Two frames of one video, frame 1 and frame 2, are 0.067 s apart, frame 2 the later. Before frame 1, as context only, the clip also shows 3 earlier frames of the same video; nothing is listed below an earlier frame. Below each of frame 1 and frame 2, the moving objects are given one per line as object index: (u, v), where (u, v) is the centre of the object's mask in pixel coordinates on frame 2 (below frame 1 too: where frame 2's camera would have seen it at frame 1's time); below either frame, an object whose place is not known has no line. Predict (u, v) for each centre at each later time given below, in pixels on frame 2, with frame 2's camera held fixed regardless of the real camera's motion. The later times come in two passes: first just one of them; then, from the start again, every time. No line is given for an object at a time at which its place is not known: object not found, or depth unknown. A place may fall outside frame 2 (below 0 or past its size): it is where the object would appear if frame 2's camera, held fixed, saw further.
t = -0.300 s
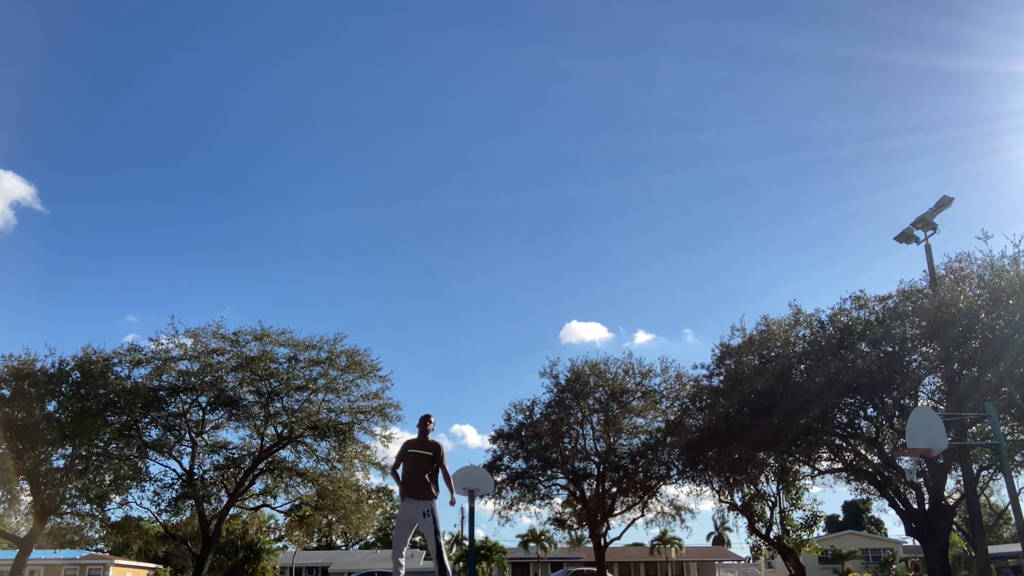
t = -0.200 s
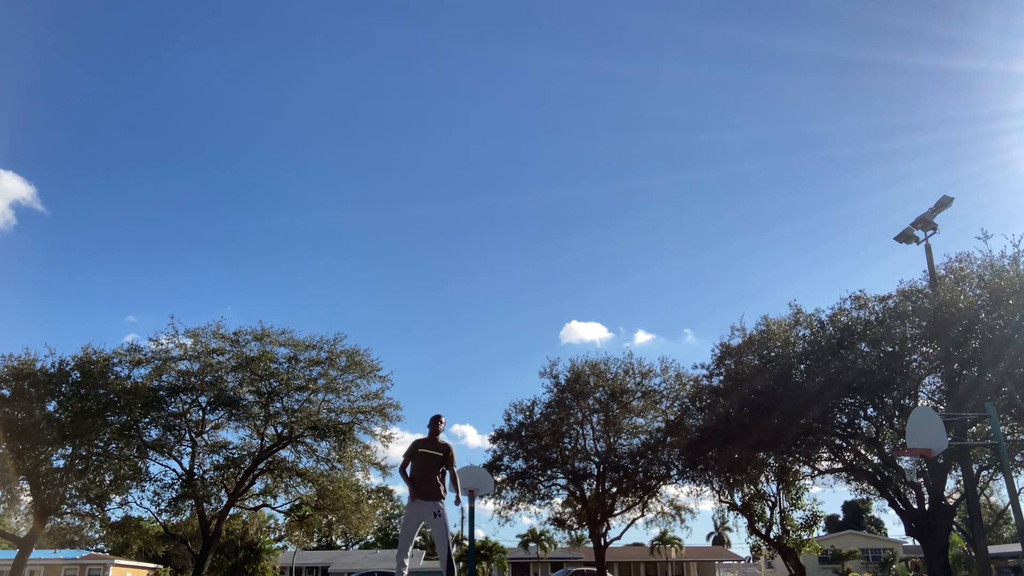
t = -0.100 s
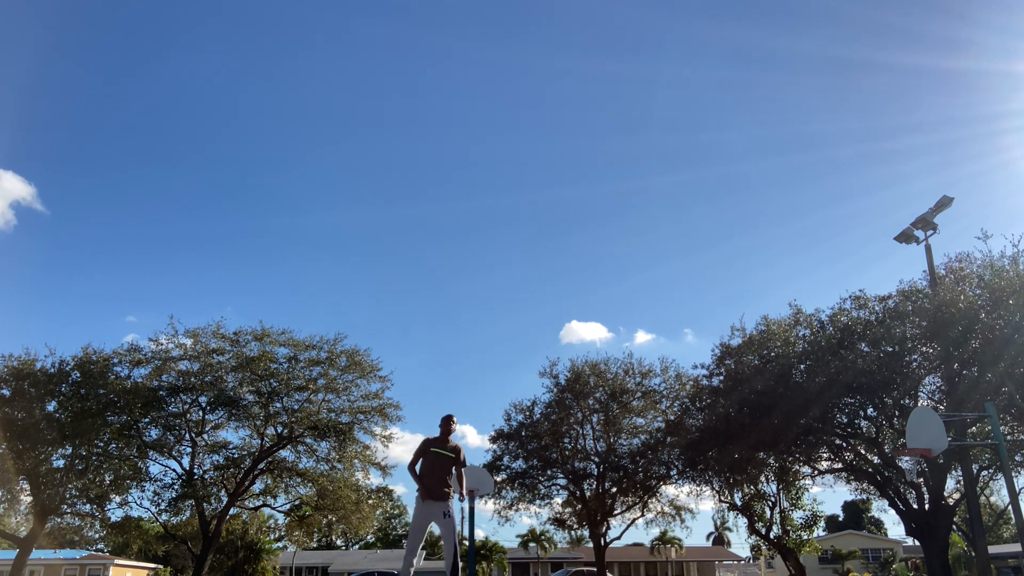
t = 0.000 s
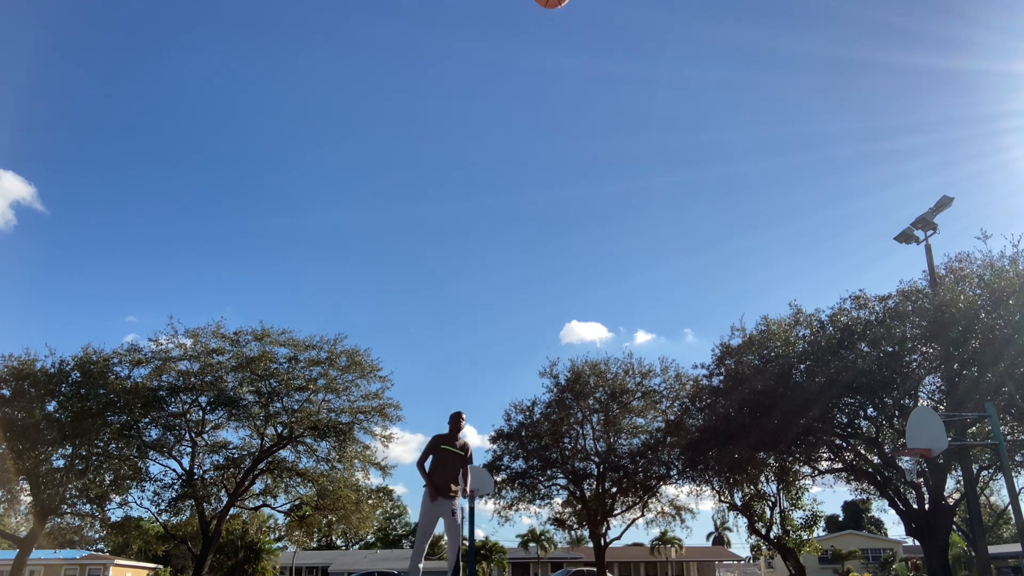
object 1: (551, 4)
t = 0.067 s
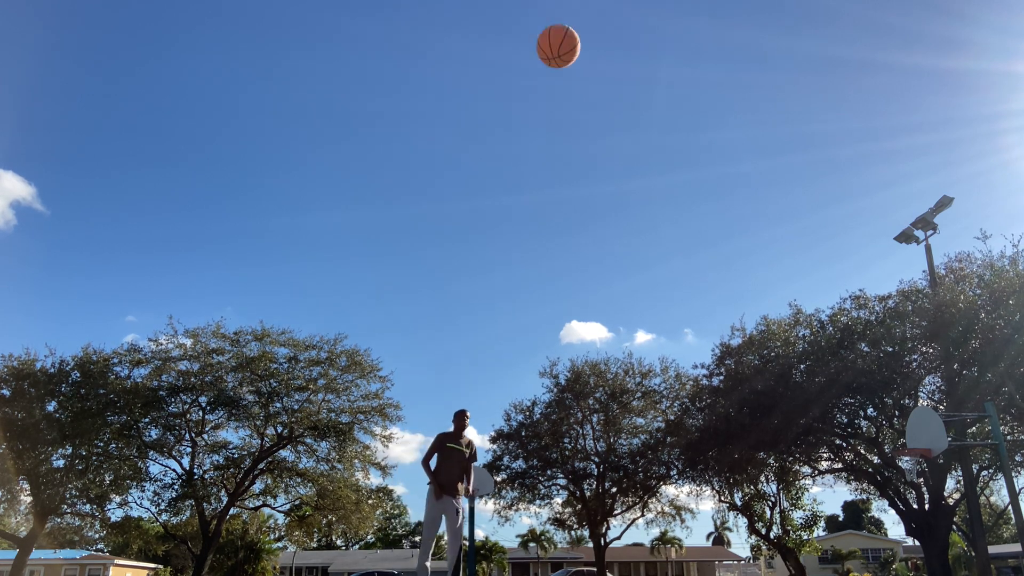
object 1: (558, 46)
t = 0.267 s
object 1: (582, 269)
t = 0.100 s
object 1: (562, 79)
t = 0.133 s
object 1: (566, 113)
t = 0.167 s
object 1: (569, 149)
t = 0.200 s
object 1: (573, 187)
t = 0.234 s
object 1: (578, 227)
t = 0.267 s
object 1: (582, 269)
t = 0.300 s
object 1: (587, 314)
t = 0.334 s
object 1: (592, 362)
